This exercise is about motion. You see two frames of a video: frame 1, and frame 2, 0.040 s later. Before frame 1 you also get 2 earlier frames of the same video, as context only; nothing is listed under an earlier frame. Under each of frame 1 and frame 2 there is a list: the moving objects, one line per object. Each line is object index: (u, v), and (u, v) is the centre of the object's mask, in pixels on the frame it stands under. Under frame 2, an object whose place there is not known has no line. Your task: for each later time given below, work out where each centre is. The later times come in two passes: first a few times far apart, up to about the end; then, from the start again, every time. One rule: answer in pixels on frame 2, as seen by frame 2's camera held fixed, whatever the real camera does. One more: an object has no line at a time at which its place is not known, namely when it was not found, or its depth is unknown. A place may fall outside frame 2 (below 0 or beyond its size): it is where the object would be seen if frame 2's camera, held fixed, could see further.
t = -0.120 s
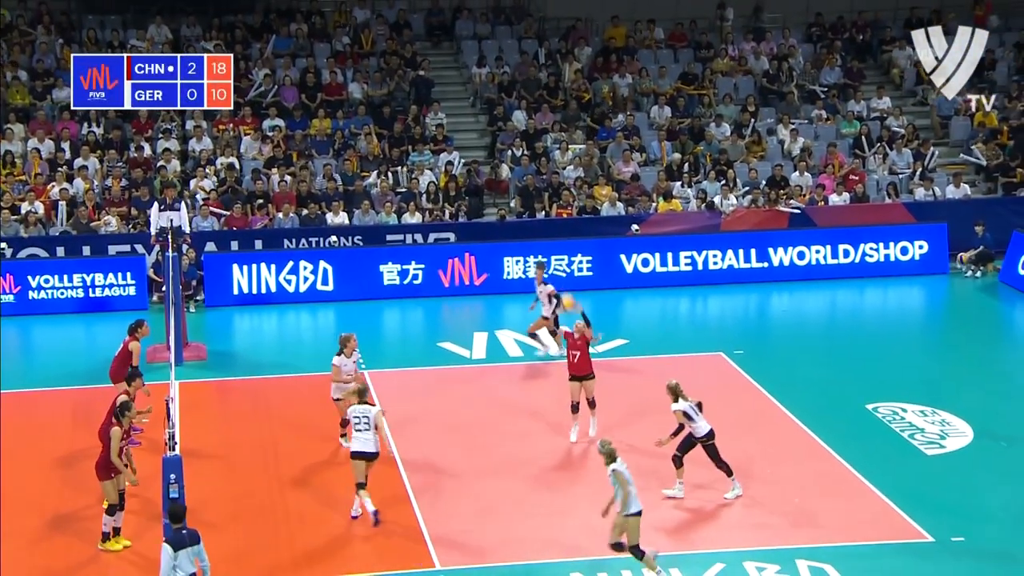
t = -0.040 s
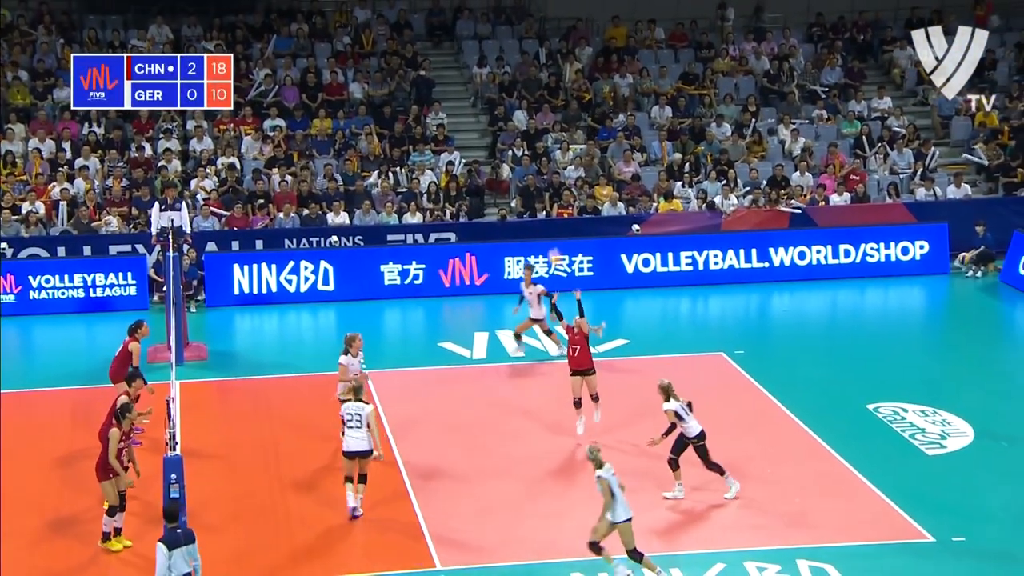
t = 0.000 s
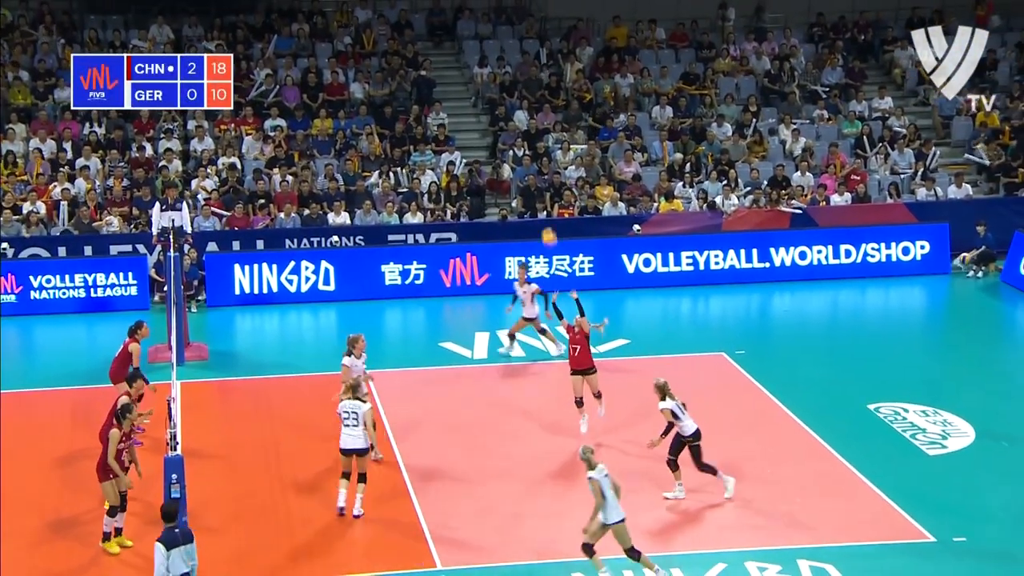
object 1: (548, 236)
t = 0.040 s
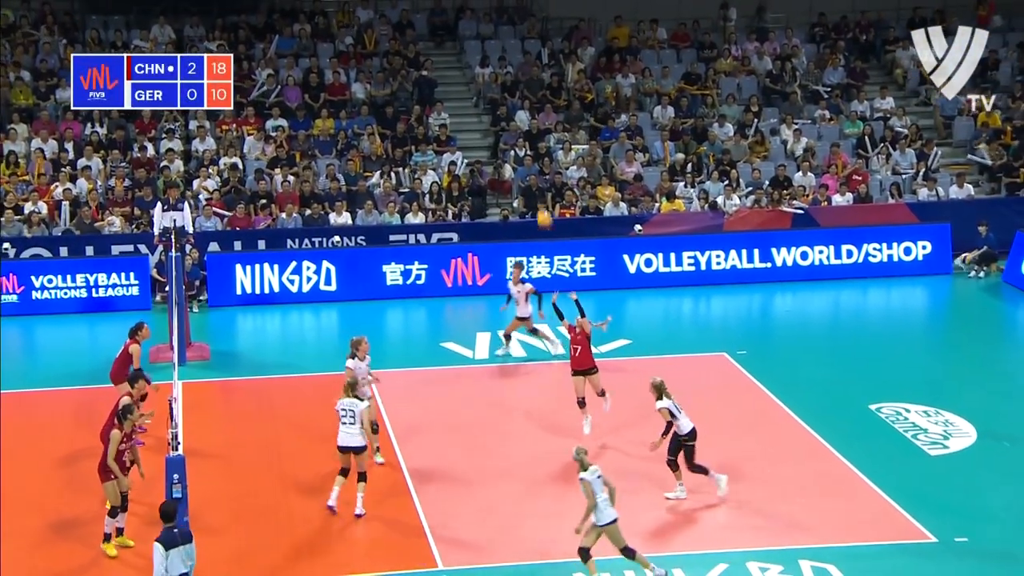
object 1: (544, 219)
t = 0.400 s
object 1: (489, 93)
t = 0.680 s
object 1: (444, 60)
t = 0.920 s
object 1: (409, 80)
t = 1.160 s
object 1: (372, 143)
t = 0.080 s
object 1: (538, 200)
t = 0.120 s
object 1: (531, 182)
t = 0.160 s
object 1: (526, 166)
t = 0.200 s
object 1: (519, 149)
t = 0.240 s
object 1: (513, 136)
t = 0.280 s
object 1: (508, 124)
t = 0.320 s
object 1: (501, 112)
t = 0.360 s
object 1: (495, 102)
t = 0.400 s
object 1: (489, 93)
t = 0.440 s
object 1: (483, 84)
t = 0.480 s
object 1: (477, 77)
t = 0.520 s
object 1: (471, 72)
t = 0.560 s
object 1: (464, 67)
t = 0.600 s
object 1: (457, 63)
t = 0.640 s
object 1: (450, 61)
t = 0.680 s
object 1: (444, 60)
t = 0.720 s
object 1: (437, 60)
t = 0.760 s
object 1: (431, 62)
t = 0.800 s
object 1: (423, 64)
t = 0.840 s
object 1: (420, 69)
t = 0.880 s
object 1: (414, 74)
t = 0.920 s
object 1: (409, 80)
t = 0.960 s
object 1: (402, 87)
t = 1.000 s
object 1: (396, 97)
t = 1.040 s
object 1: (389, 106)
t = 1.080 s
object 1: (383, 118)
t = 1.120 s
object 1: (377, 130)
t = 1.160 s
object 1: (372, 143)
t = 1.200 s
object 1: (365, 157)
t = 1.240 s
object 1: (359, 173)
